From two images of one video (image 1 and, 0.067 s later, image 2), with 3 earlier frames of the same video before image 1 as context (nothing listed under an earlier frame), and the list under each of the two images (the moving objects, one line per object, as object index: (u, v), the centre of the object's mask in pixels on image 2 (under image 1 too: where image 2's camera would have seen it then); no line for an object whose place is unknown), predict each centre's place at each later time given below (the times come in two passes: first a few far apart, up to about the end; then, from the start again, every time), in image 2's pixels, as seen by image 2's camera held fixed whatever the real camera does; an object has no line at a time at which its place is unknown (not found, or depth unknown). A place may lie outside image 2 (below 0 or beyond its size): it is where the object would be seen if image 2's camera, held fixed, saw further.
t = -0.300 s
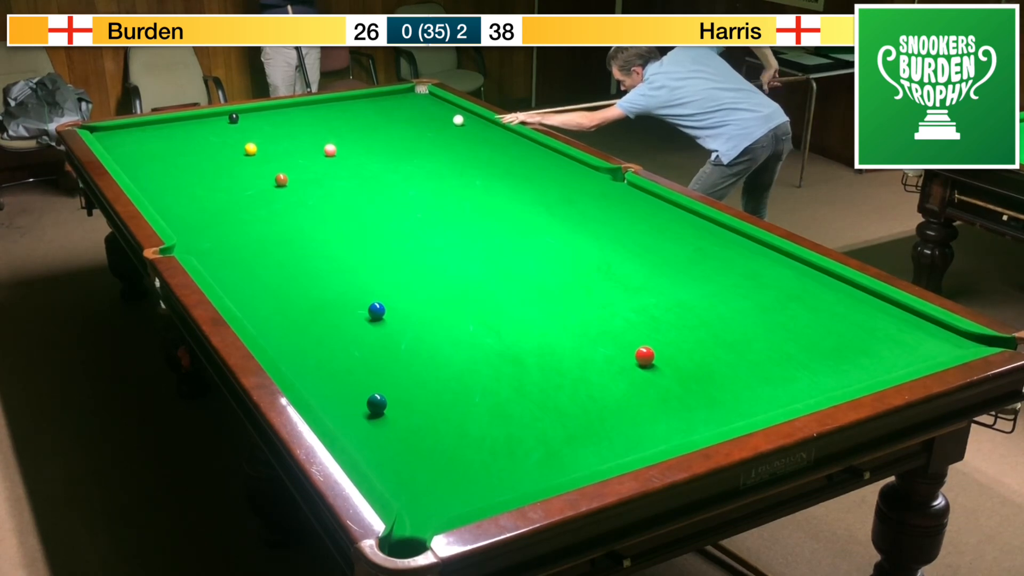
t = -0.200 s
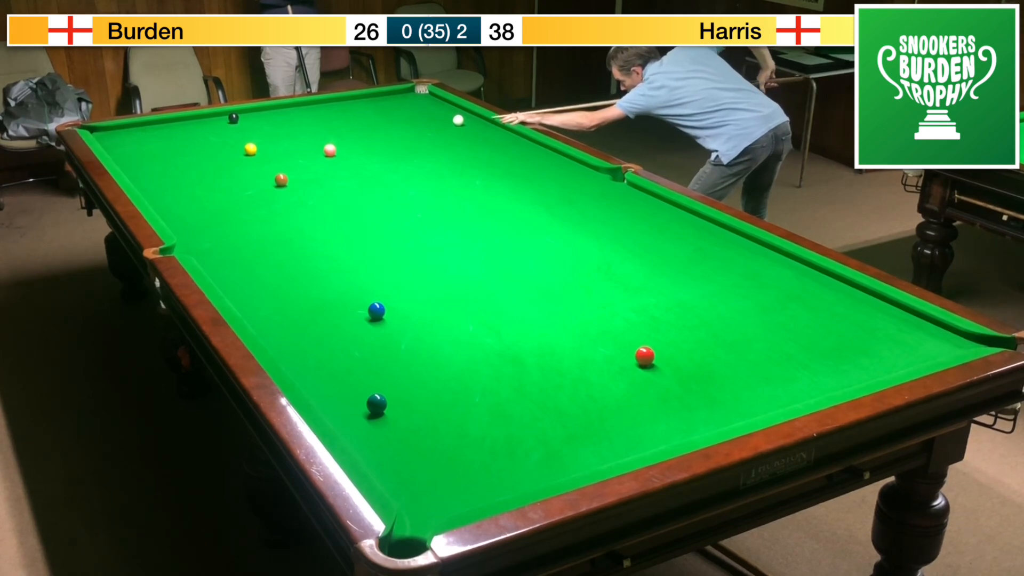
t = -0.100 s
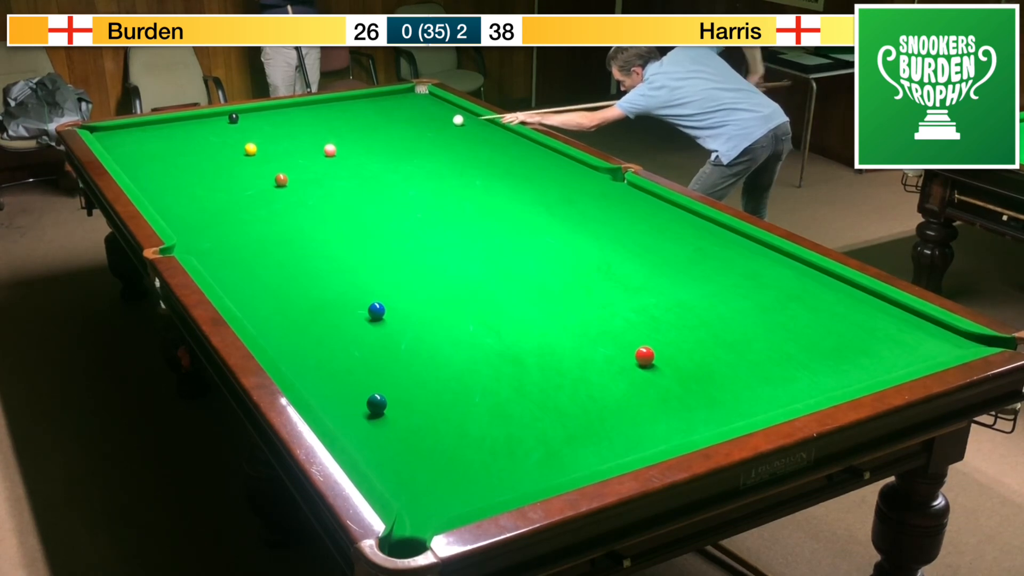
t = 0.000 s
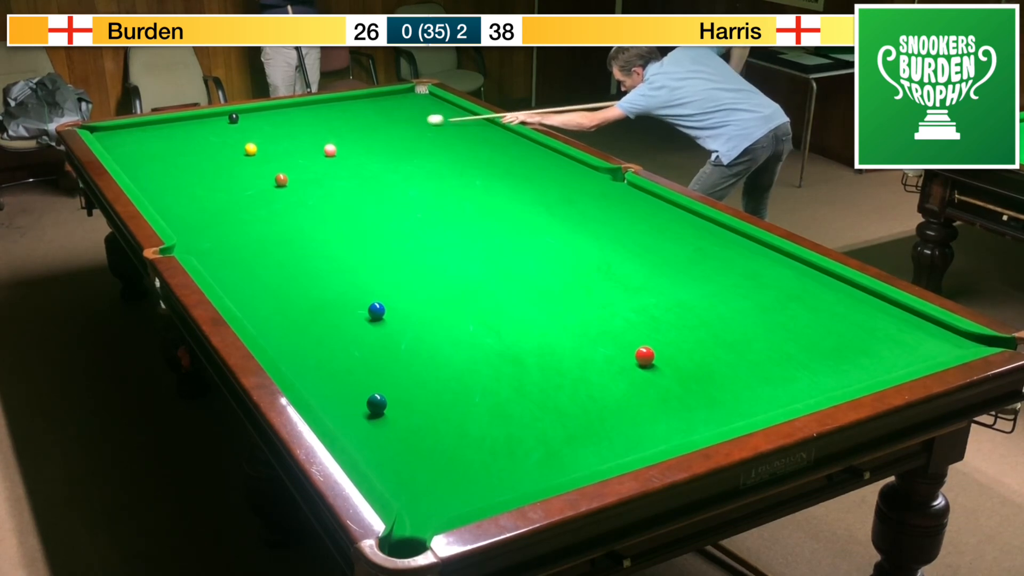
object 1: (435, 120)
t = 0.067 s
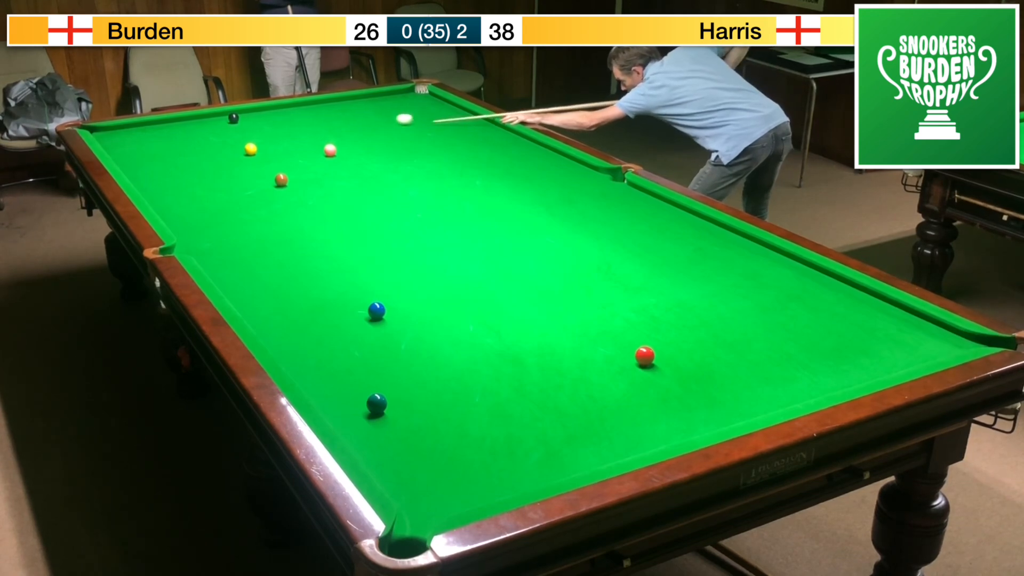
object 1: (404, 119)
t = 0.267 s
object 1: (323, 117)
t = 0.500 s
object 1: (243, 116)
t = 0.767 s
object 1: (230, 115)
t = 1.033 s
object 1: (225, 123)
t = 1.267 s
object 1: (220, 130)
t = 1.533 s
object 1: (215, 137)
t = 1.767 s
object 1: (210, 143)
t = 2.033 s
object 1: (204, 150)
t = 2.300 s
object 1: (198, 157)
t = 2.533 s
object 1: (192, 162)
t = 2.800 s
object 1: (187, 168)
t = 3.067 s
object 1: (182, 173)
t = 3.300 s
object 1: (178, 177)
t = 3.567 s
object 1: (173, 181)
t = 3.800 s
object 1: (170, 183)
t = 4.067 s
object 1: (166, 186)
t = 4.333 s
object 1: (163, 188)
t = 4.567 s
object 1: (161, 189)
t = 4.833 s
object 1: (159, 190)
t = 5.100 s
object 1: (159, 190)
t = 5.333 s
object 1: (159, 190)
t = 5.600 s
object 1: (159, 191)
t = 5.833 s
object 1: (159, 190)
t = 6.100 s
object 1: (159, 190)
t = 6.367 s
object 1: (159, 190)
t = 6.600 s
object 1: (159, 190)
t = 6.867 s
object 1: (159, 190)
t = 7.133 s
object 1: (159, 190)
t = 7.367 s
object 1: (159, 190)
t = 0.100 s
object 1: (390, 119)
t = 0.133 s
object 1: (376, 119)
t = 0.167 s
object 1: (362, 118)
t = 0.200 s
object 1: (349, 118)
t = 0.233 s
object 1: (336, 118)
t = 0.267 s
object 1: (323, 117)
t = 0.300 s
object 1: (309, 118)
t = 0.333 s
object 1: (296, 117)
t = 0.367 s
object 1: (283, 117)
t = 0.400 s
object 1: (270, 117)
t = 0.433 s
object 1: (257, 117)
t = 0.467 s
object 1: (245, 116)
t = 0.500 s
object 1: (243, 116)
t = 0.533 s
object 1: (241, 114)
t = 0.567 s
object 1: (239, 114)
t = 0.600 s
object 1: (236, 113)
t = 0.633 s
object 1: (232, 112)
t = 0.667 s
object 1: (231, 113)
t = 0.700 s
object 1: (231, 113)
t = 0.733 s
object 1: (231, 114)
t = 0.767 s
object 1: (230, 115)
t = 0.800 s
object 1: (229, 116)
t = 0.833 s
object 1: (229, 117)
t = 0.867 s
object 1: (228, 118)
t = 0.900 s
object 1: (228, 119)
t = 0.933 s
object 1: (227, 120)
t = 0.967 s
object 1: (226, 121)
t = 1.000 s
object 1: (226, 122)
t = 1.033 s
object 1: (225, 123)
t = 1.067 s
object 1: (224, 124)
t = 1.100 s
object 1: (224, 125)
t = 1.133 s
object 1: (223, 126)
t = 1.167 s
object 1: (223, 127)
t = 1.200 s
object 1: (222, 128)
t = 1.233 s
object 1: (221, 129)
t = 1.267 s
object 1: (220, 130)
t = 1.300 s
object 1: (220, 130)
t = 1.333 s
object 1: (219, 131)
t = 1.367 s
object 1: (218, 132)
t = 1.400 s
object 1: (218, 133)
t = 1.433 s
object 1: (217, 134)
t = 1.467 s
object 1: (216, 135)
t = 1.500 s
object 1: (215, 136)
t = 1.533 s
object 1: (215, 137)
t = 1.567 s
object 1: (214, 138)
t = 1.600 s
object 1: (213, 139)
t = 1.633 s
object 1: (212, 140)
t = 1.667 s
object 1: (212, 141)
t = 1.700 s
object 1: (211, 141)
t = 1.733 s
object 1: (210, 142)
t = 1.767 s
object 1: (210, 143)
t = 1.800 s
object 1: (209, 144)
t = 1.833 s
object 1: (208, 145)
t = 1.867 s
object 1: (207, 146)
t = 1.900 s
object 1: (207, 147)
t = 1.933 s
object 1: (206, 148)
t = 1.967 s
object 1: (205, 148)
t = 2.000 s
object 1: (204, 149)
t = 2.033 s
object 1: (204, 150)
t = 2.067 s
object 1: (203, 151)
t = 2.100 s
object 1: (202, 152)
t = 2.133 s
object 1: (201, 153)
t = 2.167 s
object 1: (201, 153)
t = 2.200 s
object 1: (200, 154)
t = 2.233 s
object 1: (199, 155)
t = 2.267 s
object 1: (198, 156)
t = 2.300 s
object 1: (198, 157)
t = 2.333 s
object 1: (197, 157)
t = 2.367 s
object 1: (196, 158)
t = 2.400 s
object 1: (195, 159)
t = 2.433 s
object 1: (195, 160)
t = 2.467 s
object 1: (194, 161)
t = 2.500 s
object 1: (193, 161)
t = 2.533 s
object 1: (192, 162)
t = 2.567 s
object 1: (192, 163)
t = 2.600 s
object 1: (191, 163)
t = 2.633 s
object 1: (190, 164)
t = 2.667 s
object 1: (190, 165)
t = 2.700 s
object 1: (189, 166)
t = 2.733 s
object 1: (188, 166)
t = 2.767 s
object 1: (188, 167)
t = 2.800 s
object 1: (187, 168)
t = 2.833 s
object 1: (186, 168)
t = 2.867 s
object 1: (186, 169)
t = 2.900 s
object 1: (185, 170)
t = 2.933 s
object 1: (184, 170)
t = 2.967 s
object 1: (184, 171)
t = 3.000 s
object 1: (183, 172)
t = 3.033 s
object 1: (182, 172)
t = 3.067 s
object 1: (182, 173)
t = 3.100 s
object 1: (181, 173)
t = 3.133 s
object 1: (181, 174)
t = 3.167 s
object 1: (180, 174)
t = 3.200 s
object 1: (179, 175)
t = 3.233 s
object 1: (179, 176)
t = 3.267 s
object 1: (178, 176)
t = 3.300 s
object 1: (178, 177)
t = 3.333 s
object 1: (177, 177)
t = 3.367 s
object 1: (177, 178)
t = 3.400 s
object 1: (176, 178)
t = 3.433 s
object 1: (175, 179)
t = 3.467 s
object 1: (175, 179)
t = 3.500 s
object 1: (174, 180)
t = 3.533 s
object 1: (174, 180)
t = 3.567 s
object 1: (173, 181)
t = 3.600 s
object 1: (173, 181)
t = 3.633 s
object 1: (172, 182)
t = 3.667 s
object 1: (172, 182)
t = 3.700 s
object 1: (171, 182)
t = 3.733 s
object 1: (171, 183)
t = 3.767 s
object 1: (170, 183)
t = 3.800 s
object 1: (170, 183)
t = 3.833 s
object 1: (170, 184)
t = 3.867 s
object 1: (169, 184)
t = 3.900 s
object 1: (168, 185)
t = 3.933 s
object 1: (168, 185)
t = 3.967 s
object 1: (168, 185)
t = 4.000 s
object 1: (167, 186)
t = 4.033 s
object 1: (167, 186)
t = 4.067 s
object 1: (166, 186)
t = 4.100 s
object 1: (166, 186)
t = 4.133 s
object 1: (165, 187)
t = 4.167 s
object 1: (165, 187)
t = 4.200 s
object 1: (164, 187)
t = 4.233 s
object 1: (164, 187)
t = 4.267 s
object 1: (163, 188)
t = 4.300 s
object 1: (163, 188)
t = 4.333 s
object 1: (163, 188)
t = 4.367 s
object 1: (162, 188)
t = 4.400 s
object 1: (162, 189)
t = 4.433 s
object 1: (162, 189)
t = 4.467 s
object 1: (161, 189)
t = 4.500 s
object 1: (161, 189)
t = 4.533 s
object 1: (161, 189)
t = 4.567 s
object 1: (161, 189)
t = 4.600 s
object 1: (160, 190)
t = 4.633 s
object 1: (160, 190)
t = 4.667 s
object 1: (160, 190)
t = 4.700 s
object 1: (160, 190)
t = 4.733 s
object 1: (160, 190)
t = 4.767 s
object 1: (160, 190)
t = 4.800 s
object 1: (160, 190)
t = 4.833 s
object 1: (159, 190)
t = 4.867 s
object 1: (159, 190)
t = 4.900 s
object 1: (159, 190)
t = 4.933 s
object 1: (159, 190)
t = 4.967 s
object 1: (159, 190)
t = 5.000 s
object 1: (159, 190)
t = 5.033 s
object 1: (159, 190)
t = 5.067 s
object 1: (159, 190)
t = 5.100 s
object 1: (159, 190)
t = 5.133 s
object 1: (159, 190)
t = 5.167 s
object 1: (159, 190)
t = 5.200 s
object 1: (159, 190)
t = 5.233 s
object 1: (159, 190)
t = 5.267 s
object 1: (159, 190)
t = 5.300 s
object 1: (159, 190)
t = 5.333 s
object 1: (159, 190)
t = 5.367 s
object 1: (159, 190)
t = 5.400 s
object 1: (159, 190)
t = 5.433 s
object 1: (159, 190)
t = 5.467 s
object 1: (159, 190)
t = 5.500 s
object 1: (159, 191)
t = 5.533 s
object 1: (159, 191)
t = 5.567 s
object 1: (159, 191)
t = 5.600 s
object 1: (159, 191)
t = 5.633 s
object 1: (159, 191)
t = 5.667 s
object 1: (159, 190)
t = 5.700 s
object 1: (159, 190)
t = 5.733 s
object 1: (159, 190)
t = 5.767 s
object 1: (159, 190)
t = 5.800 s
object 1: (159, 190)
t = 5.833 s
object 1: (159, 190)
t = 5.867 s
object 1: (159, 190)
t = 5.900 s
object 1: (159, 190)
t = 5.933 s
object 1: (159, 190)
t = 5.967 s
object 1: (159, 190)
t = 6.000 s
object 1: (159, 190)
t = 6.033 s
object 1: (159, 190)
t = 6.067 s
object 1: (159, 190)
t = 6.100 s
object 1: (159, 190)
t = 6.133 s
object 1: (159, 190)
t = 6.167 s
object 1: (159, 190)
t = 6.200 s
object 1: (159, 190)
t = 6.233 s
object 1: (159, 190)
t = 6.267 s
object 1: (159, 190)
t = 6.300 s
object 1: (159, 190)
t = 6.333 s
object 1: (159, 190)
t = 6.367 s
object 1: (159, 190)
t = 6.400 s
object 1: (159, 190)
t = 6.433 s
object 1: (159, 190)
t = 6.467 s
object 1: (159, 190)
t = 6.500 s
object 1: (159, 190)
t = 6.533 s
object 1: (159, 190)
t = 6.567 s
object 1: (159, 190)
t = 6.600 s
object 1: (159, 190)
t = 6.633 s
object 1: (159, 190)
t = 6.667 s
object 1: (159, 190)
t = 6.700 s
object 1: (159, 190)
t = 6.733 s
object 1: (159, 190)
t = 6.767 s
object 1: (159, 190)
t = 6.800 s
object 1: (159, 190)
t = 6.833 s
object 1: (159, 190)
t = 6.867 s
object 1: (159, 190)
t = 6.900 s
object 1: (159, 190)
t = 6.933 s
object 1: (159, 190)
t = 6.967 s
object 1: (159, 190)
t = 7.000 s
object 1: (159, 190)
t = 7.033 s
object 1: (159, 191)
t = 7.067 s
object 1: (159, 190)
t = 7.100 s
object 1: (159, 190)
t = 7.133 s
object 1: (159, 190)
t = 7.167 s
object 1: (159, 190)
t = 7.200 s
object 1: (159, 190)
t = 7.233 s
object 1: (159, 190)
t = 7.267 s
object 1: (159, 190)
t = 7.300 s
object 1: (159, 190)
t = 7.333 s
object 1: (159, 190)
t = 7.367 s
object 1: (159, 190)
